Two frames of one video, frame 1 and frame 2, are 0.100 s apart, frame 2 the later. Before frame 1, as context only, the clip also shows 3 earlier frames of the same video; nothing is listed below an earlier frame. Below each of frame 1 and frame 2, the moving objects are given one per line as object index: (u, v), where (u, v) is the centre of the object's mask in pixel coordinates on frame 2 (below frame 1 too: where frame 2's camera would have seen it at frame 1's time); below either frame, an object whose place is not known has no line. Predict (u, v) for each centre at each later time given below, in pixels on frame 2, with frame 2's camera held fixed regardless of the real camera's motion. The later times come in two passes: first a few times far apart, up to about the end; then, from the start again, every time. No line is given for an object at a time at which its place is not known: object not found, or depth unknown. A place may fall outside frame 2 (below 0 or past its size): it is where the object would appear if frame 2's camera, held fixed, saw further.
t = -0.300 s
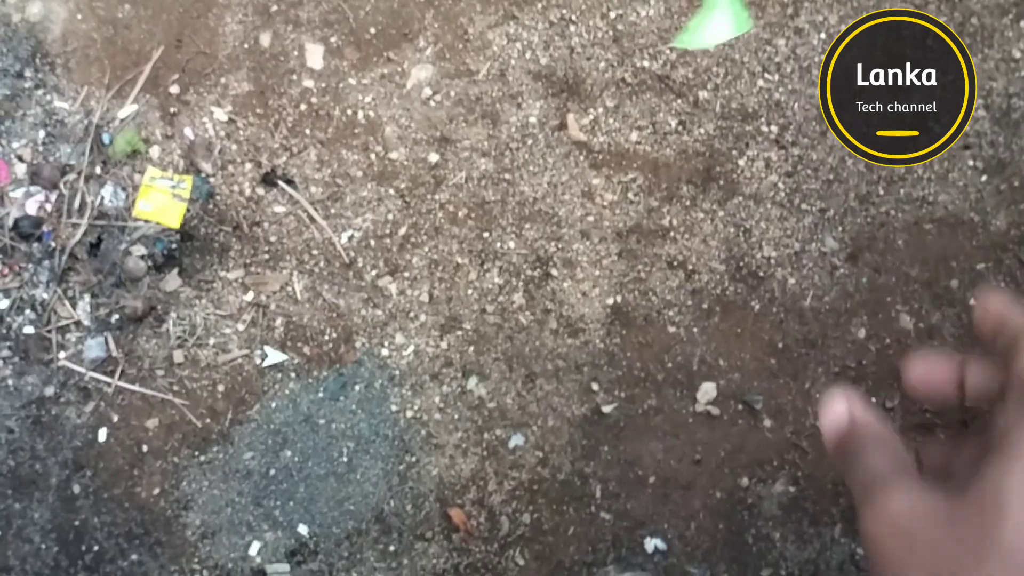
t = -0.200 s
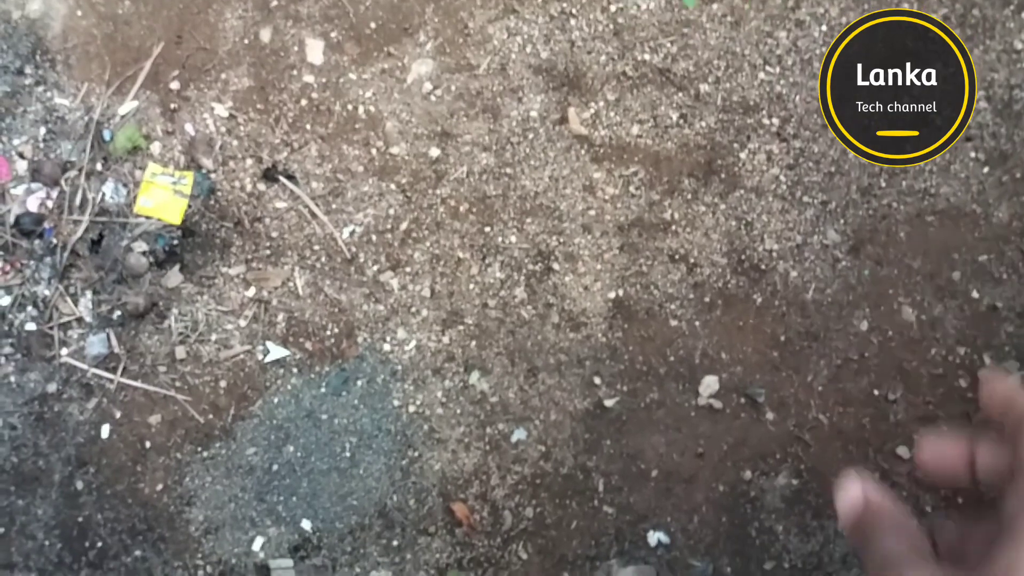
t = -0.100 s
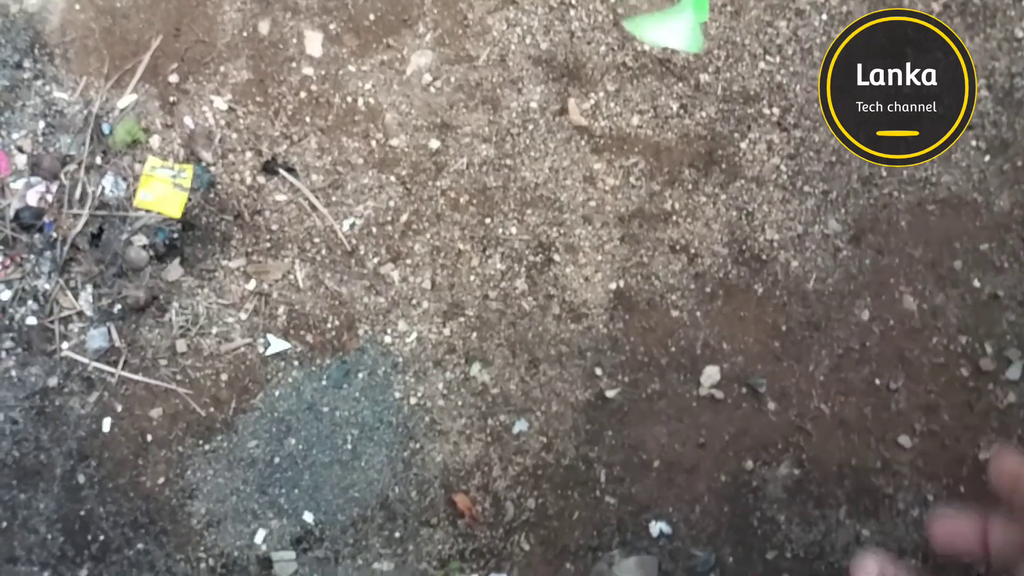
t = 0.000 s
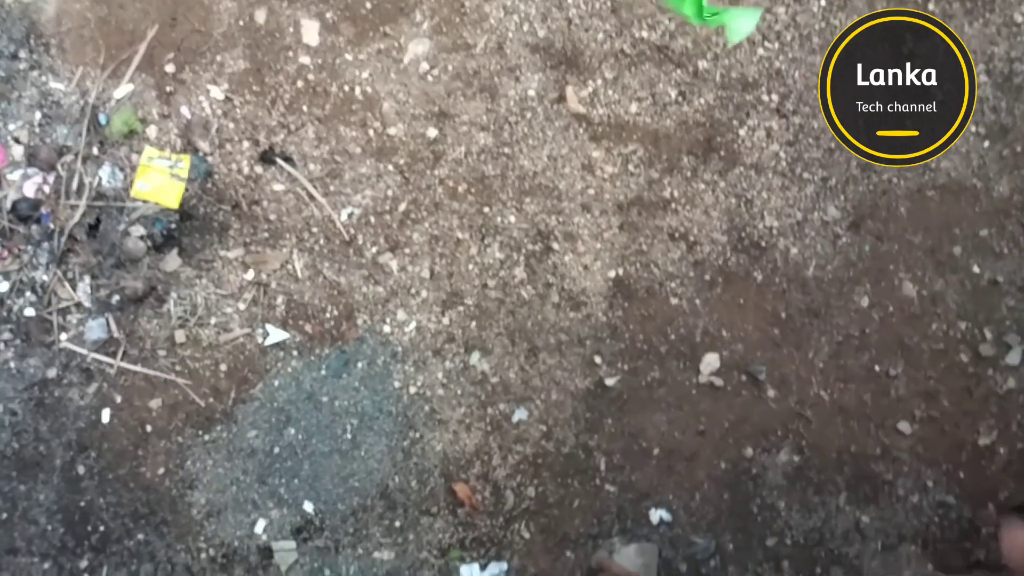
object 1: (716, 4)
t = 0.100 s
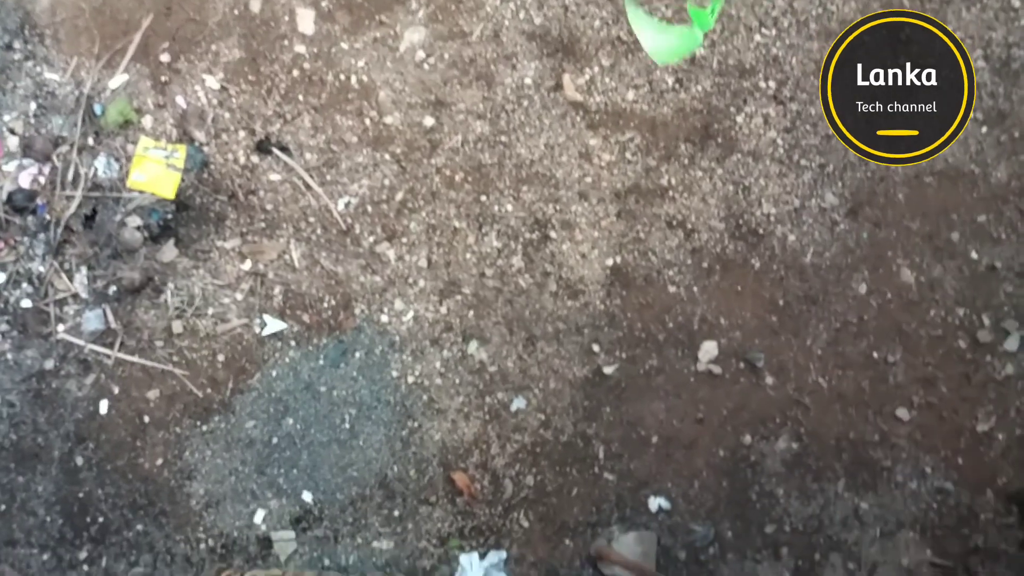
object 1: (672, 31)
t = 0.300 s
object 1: (701, 72)
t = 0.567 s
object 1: (711, 139)
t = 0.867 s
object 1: (686, 199)
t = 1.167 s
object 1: (675, 233)
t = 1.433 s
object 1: (667, 264)
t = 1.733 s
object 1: (658, 297)
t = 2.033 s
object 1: (643, 319)
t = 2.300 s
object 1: (635, 331)
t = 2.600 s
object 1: (637, 344)
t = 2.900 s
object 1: (631, 361)
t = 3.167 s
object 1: (624, 372)
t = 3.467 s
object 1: (622, 379)
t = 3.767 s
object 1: (618, 377)
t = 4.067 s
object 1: (623, 375)
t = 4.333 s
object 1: (625, 372)
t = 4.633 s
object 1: (627, 370)
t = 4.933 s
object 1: (627, 369)
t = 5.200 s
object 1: (628, 369)
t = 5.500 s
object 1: (627, 369)
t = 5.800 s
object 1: (628, 369)
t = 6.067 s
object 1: (627, 369)
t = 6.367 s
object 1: (627, 369)
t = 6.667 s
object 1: (627, 369)
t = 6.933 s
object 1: (627, 369)
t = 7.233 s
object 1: (627, 369)
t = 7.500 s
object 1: (627, 369)
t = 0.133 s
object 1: (684, 50)
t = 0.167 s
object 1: (700, 59)
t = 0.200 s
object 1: (708, 56)
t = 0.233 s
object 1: (704, 54)
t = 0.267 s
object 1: (700, 60)
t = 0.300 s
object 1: (701, 72)
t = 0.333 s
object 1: (708, 84)
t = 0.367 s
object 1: (717, 89)
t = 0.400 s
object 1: (715, 93)
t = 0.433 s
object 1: (710, 103)
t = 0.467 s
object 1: (707, 115)
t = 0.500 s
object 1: (705, 127)
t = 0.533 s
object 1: (710, 135)
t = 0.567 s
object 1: (711, 139)
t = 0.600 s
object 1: (707, 143)
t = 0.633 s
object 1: (699, 150)
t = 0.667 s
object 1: (692, 161)
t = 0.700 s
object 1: (691, 174)
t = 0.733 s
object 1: (693, 183)
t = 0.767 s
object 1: (695, 187)
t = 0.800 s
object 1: (693, 190)
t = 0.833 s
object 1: (689, 194)
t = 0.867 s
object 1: (686, 199)
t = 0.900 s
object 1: (685, 203)
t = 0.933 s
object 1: (682, 205)
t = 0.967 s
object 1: (678, 208)
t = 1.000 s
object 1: (673, 211)
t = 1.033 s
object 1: (669, 217)
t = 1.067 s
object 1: (668, 224)
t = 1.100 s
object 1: (669, 230)
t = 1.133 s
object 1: (673, 233)
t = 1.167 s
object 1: (675, 233)
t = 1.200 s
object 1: (674, 234)
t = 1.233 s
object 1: (672, 237)
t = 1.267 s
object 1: (671, 239)
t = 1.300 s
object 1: (670, 241)
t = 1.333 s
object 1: (666, 244)
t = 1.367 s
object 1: (663, 251)
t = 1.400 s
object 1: (663, 258)
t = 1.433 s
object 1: (667, 264)
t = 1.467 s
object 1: (670, 266)
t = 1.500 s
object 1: (669, 266)
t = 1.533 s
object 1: (667, 269)
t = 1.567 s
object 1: (667, 273)
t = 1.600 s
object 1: (666, 274)
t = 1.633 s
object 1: (660, 278)
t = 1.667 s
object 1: (656, 284)
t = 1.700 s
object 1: (655, 292)
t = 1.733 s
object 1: (658, 297)
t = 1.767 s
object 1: (659, 299)
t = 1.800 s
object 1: (657, 299)
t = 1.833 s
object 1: (655, 301)
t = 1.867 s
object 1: (653, 302)
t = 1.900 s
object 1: (649, 303)
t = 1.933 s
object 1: (644, 307)
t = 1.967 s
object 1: (641, 312)
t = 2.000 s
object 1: (641, 317)
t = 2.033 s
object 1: (643, 319)
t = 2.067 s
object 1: (644, 319)
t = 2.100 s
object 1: (644, 318)
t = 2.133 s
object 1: (642, 317)
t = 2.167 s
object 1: (639, 317)
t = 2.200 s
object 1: (635, 320)
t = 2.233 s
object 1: (633, 323)
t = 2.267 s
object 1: (633, 328)
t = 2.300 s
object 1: (635, 331)
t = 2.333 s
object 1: (638, 331)
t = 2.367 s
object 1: (638, 329)
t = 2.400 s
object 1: (637, 328)
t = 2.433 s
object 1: (636, 330)
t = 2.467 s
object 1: (633, 330)
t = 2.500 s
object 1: (631, 334)
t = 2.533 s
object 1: (631, 340)
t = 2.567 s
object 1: (634, 343)
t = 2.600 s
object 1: (637, 344)
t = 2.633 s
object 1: (637, 345)
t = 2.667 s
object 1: (637, 345)
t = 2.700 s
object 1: (635, 346)
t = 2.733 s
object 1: (633, 346)
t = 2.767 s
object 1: (630, 350)
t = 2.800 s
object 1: (630, 355)
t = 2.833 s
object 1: (631, 359)
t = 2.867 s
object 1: (631, 361)
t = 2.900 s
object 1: (631, 361)
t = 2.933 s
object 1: (632, 360)
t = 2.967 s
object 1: (631, 360)
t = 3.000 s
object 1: (627, 361)
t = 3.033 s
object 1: (623, 365)
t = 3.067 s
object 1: (623, 369)
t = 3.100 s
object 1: (623, 370)
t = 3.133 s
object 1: (623, 372)
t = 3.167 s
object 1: (624, 372)
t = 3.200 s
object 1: (626, 371)
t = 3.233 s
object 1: (626, 369)
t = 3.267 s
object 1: (621, 370)
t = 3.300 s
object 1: (619, 374)
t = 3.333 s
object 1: (621, 377)
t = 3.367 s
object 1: (618, 377)
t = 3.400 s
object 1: (619, 378)
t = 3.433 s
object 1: (620, 379)
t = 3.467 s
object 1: (622, 379)
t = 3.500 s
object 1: (620, 376)
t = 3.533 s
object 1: (618, 379)
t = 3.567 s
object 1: (618, 380)
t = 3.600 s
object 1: (619, 378)
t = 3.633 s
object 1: (617, 377)
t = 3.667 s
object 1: (617, 377)
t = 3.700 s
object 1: (617, 378)
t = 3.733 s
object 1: (617, 377)
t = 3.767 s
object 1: (618, 377)
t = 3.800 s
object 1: (619, 377)
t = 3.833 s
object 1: (620, 377)
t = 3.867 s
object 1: (620, 377)
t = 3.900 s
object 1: (621, 377)
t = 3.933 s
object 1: (621, 376)
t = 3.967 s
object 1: (622, 376)
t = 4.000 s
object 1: (622, 376)
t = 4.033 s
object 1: (623, 375)
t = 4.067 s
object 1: (623, 375)
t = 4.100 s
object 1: (624, 375)
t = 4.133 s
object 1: (624, 374)
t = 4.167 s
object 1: (624, 374)
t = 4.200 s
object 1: (625, 374)
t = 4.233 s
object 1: (626, 373)
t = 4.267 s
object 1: (625, 372)
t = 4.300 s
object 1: (625, 372)
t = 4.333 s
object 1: (625, 372)
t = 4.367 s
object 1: (625, 372)
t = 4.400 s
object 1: (626, 371)
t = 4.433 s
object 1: (626, 371)
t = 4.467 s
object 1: (626, 371)
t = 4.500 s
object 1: (626, 371)
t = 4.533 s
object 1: (626, 370)
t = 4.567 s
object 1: (626, 370)
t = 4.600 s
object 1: (626, 370)
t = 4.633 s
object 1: (627, 370)
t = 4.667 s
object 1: (627, 370)
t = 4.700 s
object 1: (627, 370)
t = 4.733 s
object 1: (627, 370)
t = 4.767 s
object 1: (627, 370)
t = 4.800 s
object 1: (628, 369)
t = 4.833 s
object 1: (627, 369)
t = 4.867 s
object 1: (628, 369)
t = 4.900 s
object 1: (628, 369)
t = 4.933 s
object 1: (627, 369)
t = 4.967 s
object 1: (628, 369)
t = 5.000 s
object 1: (628, 369)
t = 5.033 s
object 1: (628, 369)
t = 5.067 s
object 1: (628, 369)
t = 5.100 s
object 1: (628, 369)
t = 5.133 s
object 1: (628, 369)
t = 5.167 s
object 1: (628, 369)
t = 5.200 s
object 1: (628, 369)
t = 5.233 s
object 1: (628, 369)
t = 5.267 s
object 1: (628, 369)
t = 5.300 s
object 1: (628, 369)
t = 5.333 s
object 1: (627, 369)
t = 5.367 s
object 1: (628, 369)
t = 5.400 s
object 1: (628, 369)
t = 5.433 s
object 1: (627, 369)
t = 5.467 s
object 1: (627, 369)
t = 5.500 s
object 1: (627, 369)
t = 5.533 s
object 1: (628, 369)
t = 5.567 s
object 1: (628, 369)
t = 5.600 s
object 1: (627, 369)
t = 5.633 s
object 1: (627, 369)
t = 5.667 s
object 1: (627, 369)
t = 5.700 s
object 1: (627, 369)
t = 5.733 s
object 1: (628, 369)
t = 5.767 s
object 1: (628, 369)
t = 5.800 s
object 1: (628, 369)
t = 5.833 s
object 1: (627, 369)
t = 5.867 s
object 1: (628, 369)
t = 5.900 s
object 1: (628, 369)
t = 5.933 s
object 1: (628, 369)
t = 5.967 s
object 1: (627, 369)
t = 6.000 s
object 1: (627, 369)
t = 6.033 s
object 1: (627, 369)
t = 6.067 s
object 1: (627, 369)
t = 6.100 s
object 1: (628, 369)
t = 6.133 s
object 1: (628, 369)
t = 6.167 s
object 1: (627, 369)
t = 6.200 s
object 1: (627, 369)
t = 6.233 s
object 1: (627, 369)
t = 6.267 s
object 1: (627, 369)
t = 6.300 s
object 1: (627, 369)
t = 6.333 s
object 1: (627, 369)
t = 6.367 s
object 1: (627, 369)
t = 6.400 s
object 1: (627, 369)
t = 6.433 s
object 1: (627, 369)
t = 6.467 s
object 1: (627, 369)
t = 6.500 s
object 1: (627, 369)
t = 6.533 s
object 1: (627, 369)
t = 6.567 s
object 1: (627, 369)
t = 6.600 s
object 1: (627, 369)
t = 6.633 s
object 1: (628, 369)
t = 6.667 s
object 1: (627, 369)
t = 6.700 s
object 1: (627, 369)
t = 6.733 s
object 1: (628, 369)
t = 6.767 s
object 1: (627, 369)
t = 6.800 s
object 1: (627, 369)
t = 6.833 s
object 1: (627, 369)
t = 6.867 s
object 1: (627, 369)
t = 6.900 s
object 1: (627, 369)
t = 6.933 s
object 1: (627, 369)
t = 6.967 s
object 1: (627, 369)
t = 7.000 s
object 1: (627, 369)
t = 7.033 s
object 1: (627, 369)
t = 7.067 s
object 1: (627, 369)
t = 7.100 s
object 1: (628, 369)
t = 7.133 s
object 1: (627, 369)
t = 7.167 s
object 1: (627, 369)
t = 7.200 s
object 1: (627, 369)
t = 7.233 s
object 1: (627, 369)
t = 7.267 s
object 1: (627, 369)
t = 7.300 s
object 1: (628, 369)
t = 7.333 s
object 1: (627, 369)
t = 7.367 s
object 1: (627, 369)
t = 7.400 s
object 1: (627, 369)
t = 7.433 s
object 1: (627, 369)
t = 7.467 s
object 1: (627, 369)
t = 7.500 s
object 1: (627, 369)
